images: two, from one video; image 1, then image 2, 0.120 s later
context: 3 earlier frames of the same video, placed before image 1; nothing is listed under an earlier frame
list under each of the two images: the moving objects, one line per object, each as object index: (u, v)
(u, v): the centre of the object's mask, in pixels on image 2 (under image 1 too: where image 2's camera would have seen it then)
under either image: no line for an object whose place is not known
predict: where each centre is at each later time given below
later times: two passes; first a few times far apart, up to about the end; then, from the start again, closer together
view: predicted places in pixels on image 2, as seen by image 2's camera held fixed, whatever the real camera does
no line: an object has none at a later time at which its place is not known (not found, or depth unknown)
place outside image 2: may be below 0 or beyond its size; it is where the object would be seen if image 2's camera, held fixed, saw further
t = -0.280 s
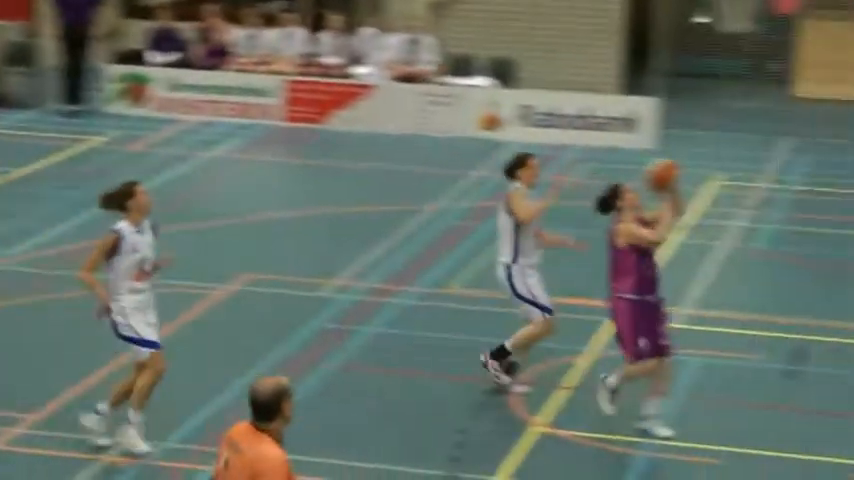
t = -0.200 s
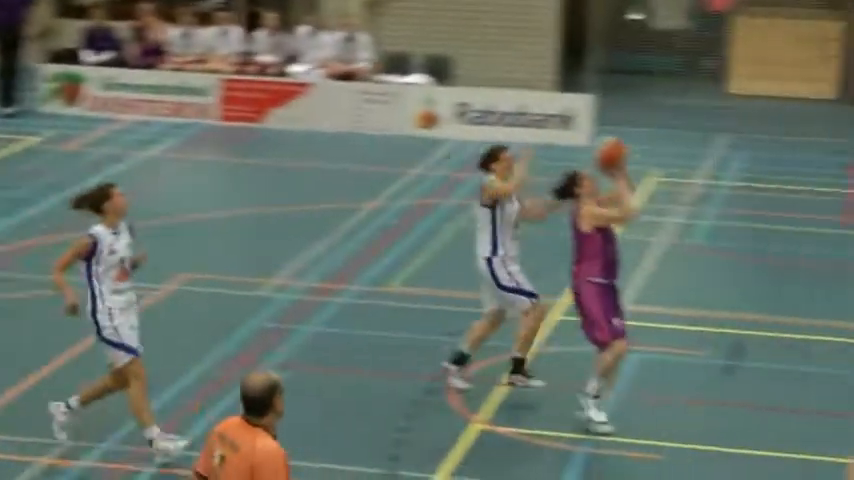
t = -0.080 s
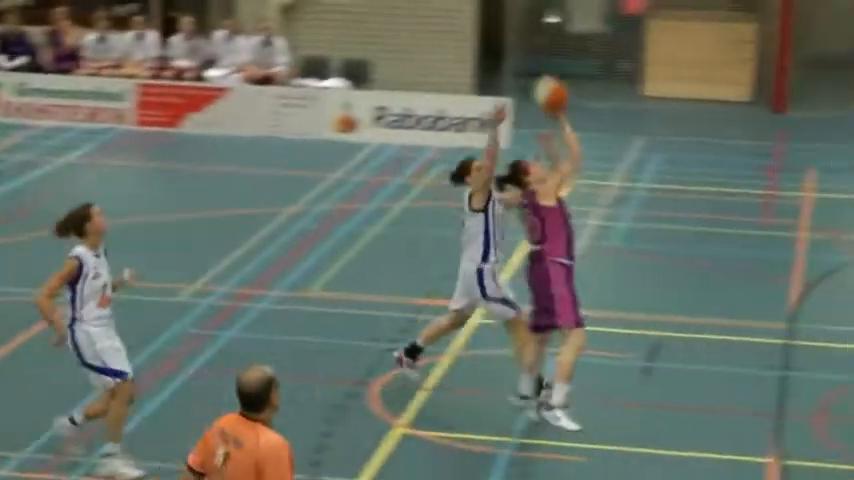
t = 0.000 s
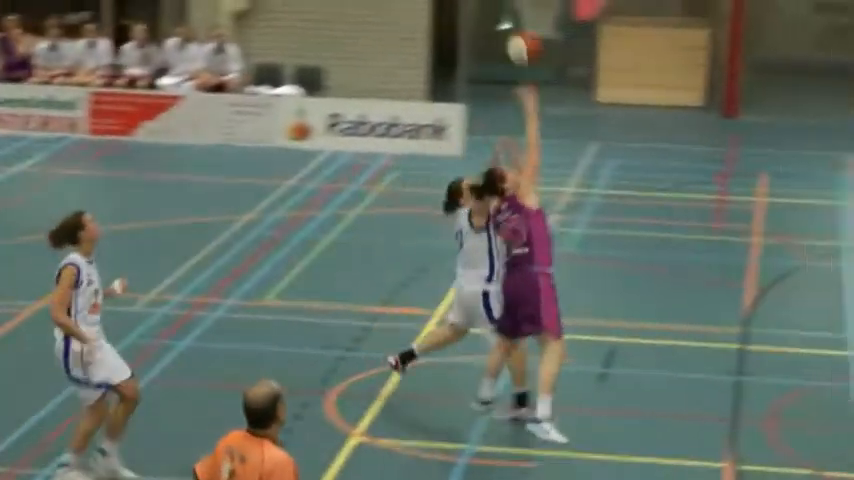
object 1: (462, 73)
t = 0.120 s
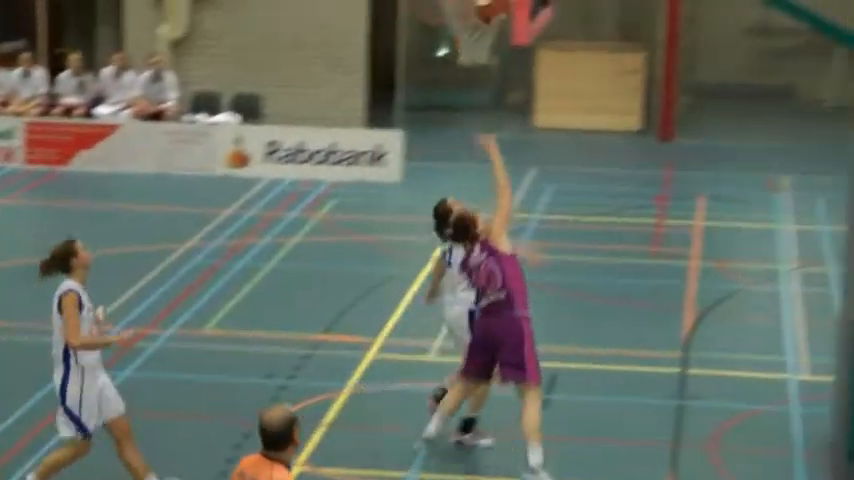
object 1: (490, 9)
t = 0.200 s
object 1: (503, -15)
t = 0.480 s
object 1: (472, -15)
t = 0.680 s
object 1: (472, -7)
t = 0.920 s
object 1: (479, 43)
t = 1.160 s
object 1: (471, 106)
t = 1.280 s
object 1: (470, 171)
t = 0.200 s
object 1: (503, -15)
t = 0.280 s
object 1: (496, -32)
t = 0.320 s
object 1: (490, -34)
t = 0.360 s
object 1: (486, -34)
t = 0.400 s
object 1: (481, -29)
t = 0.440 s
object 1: (476, -23)
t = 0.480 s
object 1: (472, -15)
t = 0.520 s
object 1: (472, -17)
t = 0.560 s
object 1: (471, -18)
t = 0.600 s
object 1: (472, -15)
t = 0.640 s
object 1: (472, -12)
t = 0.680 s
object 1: (472, -7)
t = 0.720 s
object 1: (476, 14)
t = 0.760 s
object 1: (477, 18)
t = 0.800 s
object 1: (477, 30)
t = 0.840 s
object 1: (477, 40)
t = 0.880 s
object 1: (475, 44)
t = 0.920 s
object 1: (479, 43)
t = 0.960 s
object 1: (472, 44)
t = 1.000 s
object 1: (466, 46)
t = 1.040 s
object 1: (471, 62)
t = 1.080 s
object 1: (471, 75)
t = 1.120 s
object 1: (471, 90)
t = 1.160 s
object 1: (471, 106)
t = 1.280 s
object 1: (470, 171)
